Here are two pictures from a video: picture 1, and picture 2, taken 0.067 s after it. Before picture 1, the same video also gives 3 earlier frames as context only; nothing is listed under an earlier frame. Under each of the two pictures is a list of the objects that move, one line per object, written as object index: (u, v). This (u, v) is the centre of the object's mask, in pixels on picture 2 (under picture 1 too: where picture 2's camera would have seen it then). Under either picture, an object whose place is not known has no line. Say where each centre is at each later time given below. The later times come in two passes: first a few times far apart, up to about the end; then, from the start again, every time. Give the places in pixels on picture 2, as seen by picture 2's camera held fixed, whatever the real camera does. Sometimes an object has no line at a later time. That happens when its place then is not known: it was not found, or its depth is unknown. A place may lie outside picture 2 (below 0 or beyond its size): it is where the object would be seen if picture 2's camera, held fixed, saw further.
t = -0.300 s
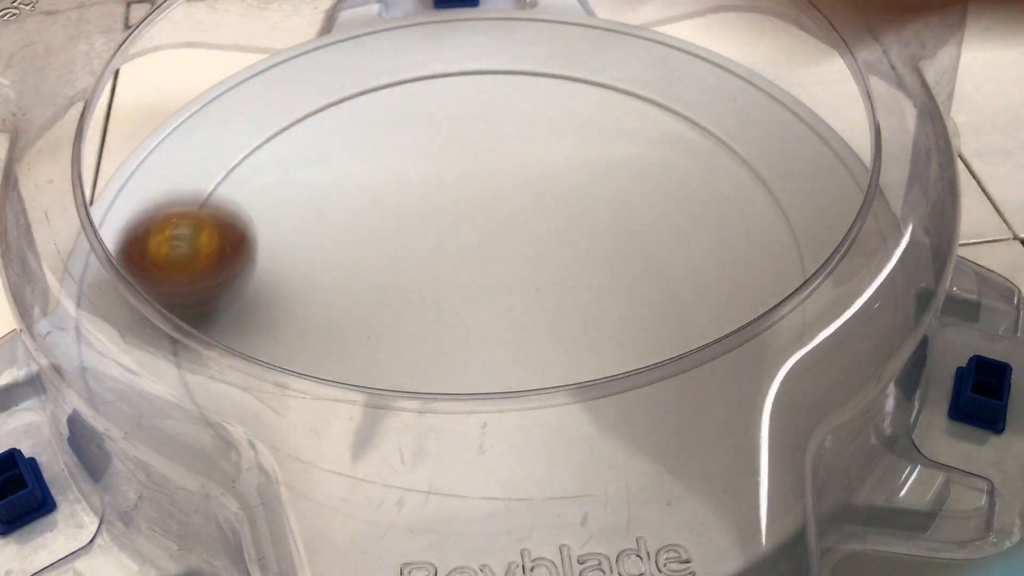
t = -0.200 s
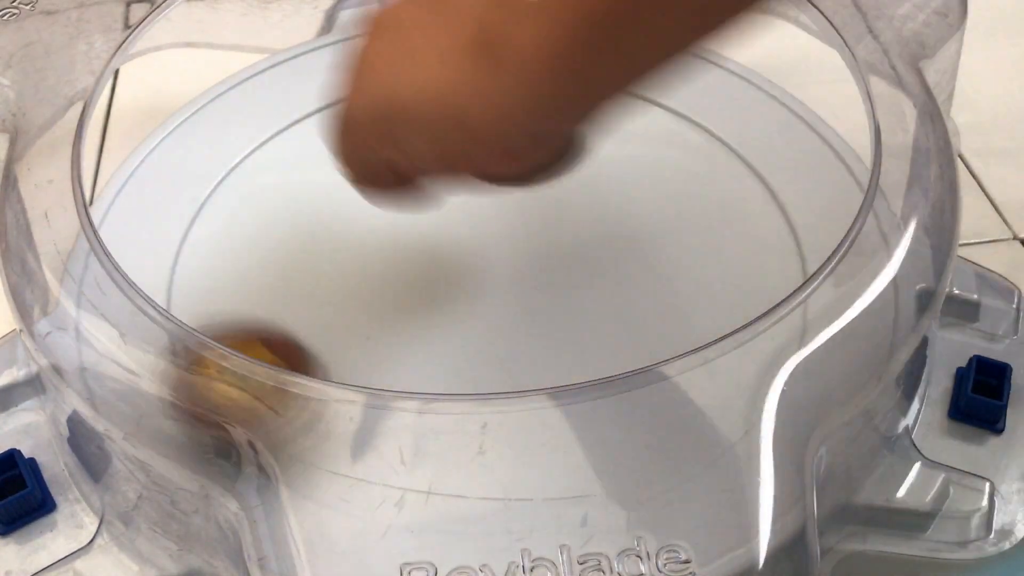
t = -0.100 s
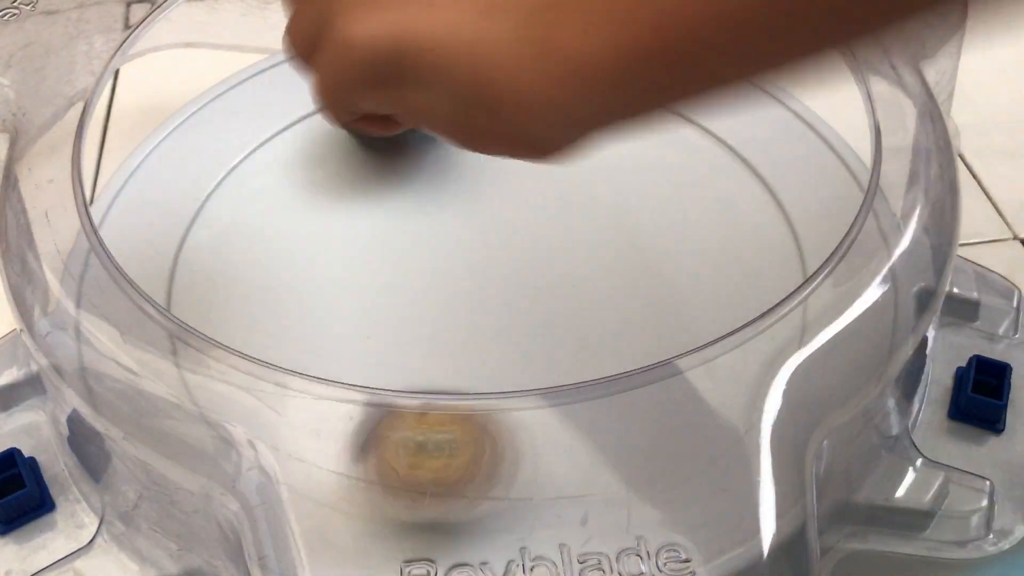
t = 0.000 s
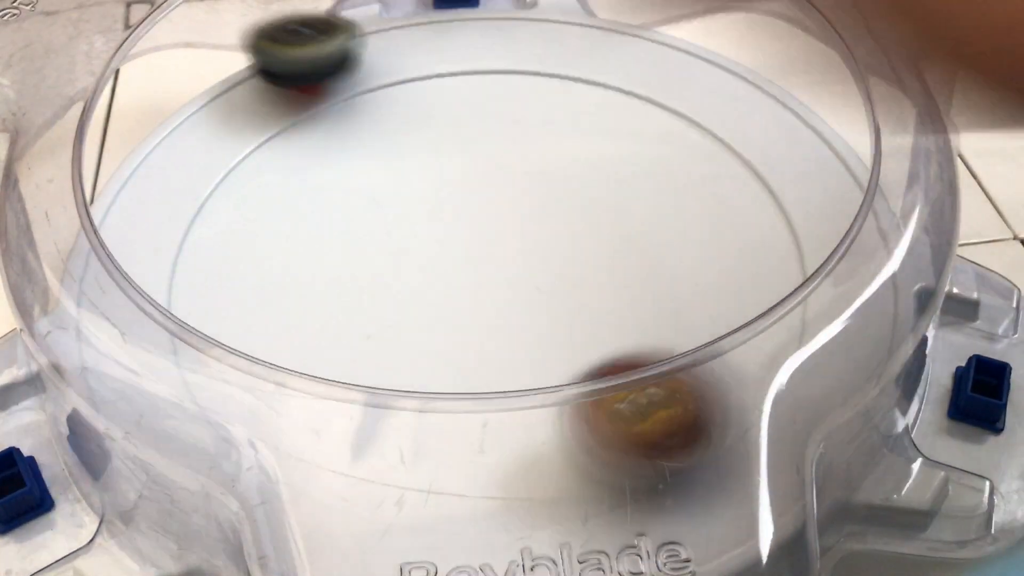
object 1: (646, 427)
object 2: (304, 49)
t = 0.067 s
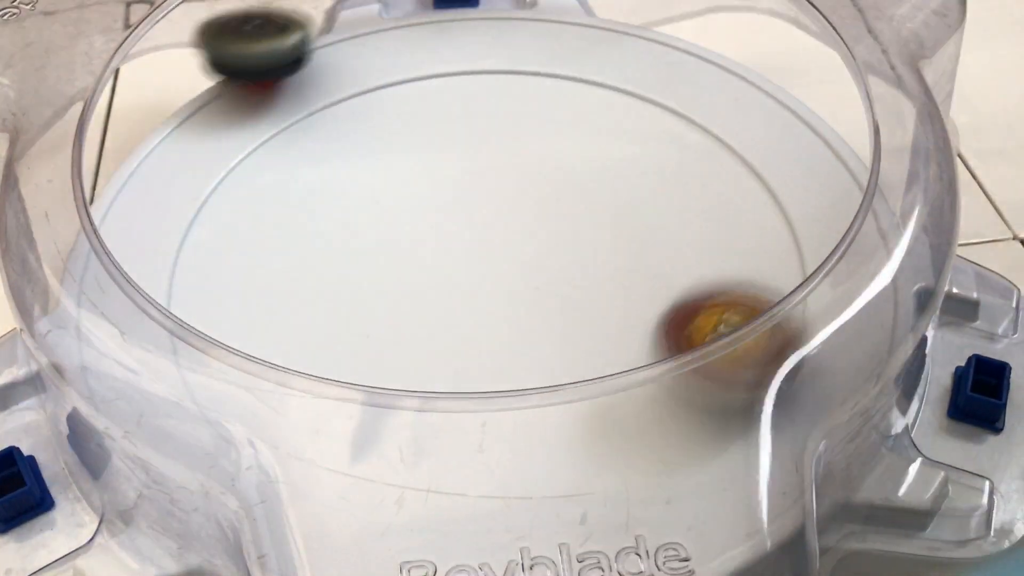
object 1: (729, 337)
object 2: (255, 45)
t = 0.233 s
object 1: (723, 144)
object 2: (176, 122)
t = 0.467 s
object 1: (436, 58)
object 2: (158, 323)
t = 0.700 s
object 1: (233, 254)
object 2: (475, 410)
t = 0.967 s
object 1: (593, 411)
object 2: (648, 113)
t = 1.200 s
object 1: (739, 183)
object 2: (444, 49)
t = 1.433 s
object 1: (491, 88)
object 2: (263, 207)
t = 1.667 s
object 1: (283, 239)
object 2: (583, 375)
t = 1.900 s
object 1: (473, 416)
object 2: (792, 205)
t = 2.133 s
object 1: (713, 270)
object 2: (594, 91)
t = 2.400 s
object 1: (518, 111)
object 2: (374, 276)
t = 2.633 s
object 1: (298, 191)
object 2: (591, 446)
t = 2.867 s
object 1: (370, 352)
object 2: (774, 236)
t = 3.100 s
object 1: (642, 319)
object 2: (513, 138)
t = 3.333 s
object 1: (639, 152)
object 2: (240, 274)
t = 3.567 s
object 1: (433, 119)
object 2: (444, 464)
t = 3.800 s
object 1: (318, 267)
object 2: (684, 266)
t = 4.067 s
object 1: (548, 370)
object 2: (454, 92)
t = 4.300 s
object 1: (691, 245)
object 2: (230, 208)
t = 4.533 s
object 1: (559, 140)
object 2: (445, 370)
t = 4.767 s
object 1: (368, 184)
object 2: (701, 230)
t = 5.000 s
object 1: (344, 322)
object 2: (579, 101)
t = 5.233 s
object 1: (535, 350)
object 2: (398, 159)
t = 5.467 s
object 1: (634, 245)
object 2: (381, 311)
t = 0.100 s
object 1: (741, 286)
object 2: (234, 52)
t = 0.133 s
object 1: (759, 254)
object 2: (216, 65)
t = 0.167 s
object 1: (761, 216)
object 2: (200, 79)
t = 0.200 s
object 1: (745, 178)
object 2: (187, 100)
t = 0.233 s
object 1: (723, 144)
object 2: (176, 122)
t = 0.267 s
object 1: (693, 115)
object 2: (166, 147)
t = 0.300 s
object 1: (656, 91)
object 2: (160, 175)
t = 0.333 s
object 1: (617, 72)
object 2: (156, 204)
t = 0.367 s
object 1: (573, 60)
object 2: (160, 232)
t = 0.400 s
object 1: (529, 53)
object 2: (168, 255)
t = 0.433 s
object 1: (482, 53)
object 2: (161, 288)
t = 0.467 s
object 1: (436, 58)
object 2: (158, 323)
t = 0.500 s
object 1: (391, 70)
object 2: (170, 353)
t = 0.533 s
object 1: (350, 87)
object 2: (191, 379)
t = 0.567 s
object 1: (310, 112)
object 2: (218, 406)
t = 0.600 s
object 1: (278, 141)
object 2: (285, 424)
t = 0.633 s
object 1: (253, 174)
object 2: (344, 428)
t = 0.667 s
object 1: (238, 214)
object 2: (414, 425)
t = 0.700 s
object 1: (233, 254)
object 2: (475, 410)
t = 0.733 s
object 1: (242, 289)
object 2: (535, 377)
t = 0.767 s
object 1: (268, 317)
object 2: (580, 336)
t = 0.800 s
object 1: (309, 342)
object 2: (621, 306)
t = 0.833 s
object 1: (351, 386)
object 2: (646, 264)
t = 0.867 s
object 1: (407, 415)
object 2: (660, 221)
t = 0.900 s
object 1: (469, 424)
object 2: (664, 182)
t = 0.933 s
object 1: (534, 423)
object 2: (659, 146)
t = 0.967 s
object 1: (593, 411)
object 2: (648, 113)
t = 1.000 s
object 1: (644, 388)
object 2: (630, 86)
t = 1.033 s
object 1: (688, 353)
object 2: (608, 66)
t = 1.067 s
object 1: (712, 305)
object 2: (580, 51)
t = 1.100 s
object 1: (736, 277)
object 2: (550, 42)
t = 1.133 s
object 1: (753, 248)
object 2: (516, 43)
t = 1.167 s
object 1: (752, 216)
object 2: (480, 44)
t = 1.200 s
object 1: (739, 183)
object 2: (444, 49)
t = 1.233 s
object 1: (716, 152)
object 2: (409, 56)
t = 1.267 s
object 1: (688, 129)
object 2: (372, 65)
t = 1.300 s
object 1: (654, 108)
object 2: (337, 81)
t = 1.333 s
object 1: (617, 95)
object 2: (306, 102)
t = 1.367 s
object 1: (575, 87)
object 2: (280, 130)
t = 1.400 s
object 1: (533, 84)
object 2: (264, 166)
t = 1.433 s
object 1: (491, 88)
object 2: (263, 207)
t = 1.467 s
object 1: (449, 95)
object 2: (274, 248)
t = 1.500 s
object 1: (410, 109)
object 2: (299, 287)
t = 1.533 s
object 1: (374, 128)
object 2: (339, 319)
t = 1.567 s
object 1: (343, 149)
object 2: (392, 340)
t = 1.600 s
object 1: (317, 175)
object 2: (452, 352)
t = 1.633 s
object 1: (295, 206)
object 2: (516, 373)
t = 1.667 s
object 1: (283, 239)
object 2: (583, 375)
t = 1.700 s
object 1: (279, 273)
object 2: (638, 363)
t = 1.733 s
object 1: (285, 306)
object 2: (696, 342)
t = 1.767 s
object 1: (305, 327)
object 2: (739, 310)
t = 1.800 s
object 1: (334, 357)
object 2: (770, 284)
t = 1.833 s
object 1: (371, 386)
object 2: (790, 257)
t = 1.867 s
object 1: (418, 408)
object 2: (796, 228)
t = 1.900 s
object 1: (473, 416)
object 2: (792, 205)
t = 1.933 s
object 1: (526, 418)
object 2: (774, 184)
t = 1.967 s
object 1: (578, 406)
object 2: (751, 159)
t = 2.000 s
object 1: (625, 391)
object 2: (724, 134)
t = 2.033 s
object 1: (662, 359)
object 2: (693, 115)
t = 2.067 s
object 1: (682, 315)
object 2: (662, 101)
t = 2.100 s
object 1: (702, 294)
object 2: (630, 93)
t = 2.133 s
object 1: (713, 270)
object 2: (594, 91)
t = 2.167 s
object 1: (712, 239)
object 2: (558, 96)
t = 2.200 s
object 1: (701, 209)
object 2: (522, 108)
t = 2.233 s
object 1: (680, 180)
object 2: (485, 126)
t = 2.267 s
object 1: (653, 157)
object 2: (452, 148)
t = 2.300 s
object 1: (623, 140)
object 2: (420, 177)
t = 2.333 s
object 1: (589, 125)
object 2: (396, 208)
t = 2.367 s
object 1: (555, 116)
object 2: (381, 239)
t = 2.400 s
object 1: (518, 111)
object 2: (374, 276)
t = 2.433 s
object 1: (478, 110)
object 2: (376, 314)
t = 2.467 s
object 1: (442, 114)
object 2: (391, 339)
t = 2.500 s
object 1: (406, 122)
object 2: (416, 377)
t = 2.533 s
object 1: (372, 135)
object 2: (447, 412)
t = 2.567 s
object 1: (344, 150)
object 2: (490, 422)
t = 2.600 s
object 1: (319, 169)
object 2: (540, 437)
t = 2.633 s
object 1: (298, 191)
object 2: (591, 446)
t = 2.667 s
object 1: (283, 216)
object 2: (644, 434)
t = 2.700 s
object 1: (276, 243)
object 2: (692, 415)
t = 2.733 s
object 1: (274, 274)
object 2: (723, 375)
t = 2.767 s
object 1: (284, 302)
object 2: (750, 339)
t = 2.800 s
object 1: (305, 322)
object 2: (777, 298)
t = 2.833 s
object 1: (332, 338)
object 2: (785, 267)
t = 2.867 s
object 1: (370, 352)
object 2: (774, 236)
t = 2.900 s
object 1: (407, 374)
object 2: (759, 208)
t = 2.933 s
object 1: (452, 383)
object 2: (727, 184)
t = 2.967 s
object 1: (495, 383)
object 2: (692, 165)
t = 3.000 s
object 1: (540, 374)
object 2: (648, 150)
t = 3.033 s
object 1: (579, 360)
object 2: (606, 142)
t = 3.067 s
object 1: (611, 337)
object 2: (561, 136)
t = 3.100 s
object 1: (642, 319)
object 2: (513, 138)
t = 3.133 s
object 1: (664, 301)
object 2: (461, 143)
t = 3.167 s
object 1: (678, 274)
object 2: (414, 153)
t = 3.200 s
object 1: (684, 244)
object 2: (369, 169)
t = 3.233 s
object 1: (683, 217)
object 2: (328, 188)
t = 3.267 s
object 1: (675, 194)
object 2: (292, 213)
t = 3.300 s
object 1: (659, 171)
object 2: (262, 241)
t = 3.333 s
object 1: (639, 152)
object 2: (240, 274)
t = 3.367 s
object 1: (615, 135)
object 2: (239, 298)
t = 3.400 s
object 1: (589, 122)
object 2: (237, 346)
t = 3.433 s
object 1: (559, 114)
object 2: (253, 380)
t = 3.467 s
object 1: (528, 109)
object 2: (283, 416)
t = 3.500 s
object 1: (498, 108)
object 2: (336, 449)
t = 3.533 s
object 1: (465, 111)
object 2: (387, 464)
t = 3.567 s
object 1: (433, 119)
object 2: (444, 464)
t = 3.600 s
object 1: (401, 131)
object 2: (505, 461)
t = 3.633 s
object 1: (376, 147)
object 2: (566, 448)
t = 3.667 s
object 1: (354, 165)
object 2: (609, 415)
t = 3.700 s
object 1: (336, 187)
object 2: (642, 378)
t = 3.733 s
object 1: (323, 213)
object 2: (661, 323)
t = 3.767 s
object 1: (317, 241)
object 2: (679, 298)
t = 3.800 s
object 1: (318, 267)
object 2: (684, 266)
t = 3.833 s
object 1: (325, 292)
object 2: (676, 232)
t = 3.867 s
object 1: (343, 317)
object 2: (660, 198)
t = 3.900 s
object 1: (370, 336)
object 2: (634, 169)
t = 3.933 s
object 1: (399, 347)
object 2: (606, 145)
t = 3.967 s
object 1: (434, 355)
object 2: (573, 125)
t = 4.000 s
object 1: (472, 371)
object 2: (537, 111)
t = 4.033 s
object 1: (511, 374)
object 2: (496, 99)
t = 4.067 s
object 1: (548, 370)
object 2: (454, 92)
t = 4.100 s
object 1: (585, 361)
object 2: (412, 91)
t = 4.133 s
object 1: (616, 338)
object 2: (372, 96)
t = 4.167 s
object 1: (644, 325)
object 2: (330, 107)
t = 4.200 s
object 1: (666, 309)
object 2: (295, 124)
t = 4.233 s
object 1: (682, 291)
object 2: (264, 149)
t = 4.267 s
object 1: (690, 267)
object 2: (243, 176)
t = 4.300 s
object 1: (691, 245)
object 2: (230, 208)
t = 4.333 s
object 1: (685, 222)
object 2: (229, 242)
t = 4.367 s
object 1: (675, 201)
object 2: (240, 277)
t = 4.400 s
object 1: (658, 182)
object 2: (264, 302)
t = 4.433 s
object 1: (636, 168)
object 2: (301, 323)
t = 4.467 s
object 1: (613, 156)
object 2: (343, 340)
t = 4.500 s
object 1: (586, 146)
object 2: (392, 351)
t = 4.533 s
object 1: (559, 140)
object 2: (445, 370)
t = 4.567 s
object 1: (529, 137)
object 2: (501, 369)
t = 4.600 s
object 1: (500, 137)
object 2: (551, 348)
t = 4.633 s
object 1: (471, 141)
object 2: (596, 335)
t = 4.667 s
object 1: (440, 147)
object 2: (637, 315)
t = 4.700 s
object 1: (415, 156)
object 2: (669, 291)
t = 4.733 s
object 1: (390, 168)
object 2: (690, 261)
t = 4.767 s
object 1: (368, 184)
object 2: (701, 230)
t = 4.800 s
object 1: (352, 199)
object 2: (701, 198)
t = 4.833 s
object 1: (335, 221)
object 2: (692, 171)
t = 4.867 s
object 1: (327, 240)
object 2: (675, 148)
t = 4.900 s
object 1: (321, 261)
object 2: (656, 129)
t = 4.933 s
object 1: (322, 283)
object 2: (632, 117)
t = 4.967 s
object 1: (330, 303)
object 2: (606, 107)
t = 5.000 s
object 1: (344, 322)
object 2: (579, 101)
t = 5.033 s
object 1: (365, 336)
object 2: (551, 100)
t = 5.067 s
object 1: (389, 345)
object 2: (523, 101)
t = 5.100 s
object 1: (415, 351)
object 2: (494, 107)
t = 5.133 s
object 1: (444, 355)
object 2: (469, 115)
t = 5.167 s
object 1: (476, 356)
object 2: (443, 127)
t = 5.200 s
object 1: (506, 354)
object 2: (419, 142)
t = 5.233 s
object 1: (535, 350)
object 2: (398, 159)
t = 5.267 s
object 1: (561, 343)
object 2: (381, 178)
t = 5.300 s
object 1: (585, 334)
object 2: (370, 200)
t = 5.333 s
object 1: (607, 319)
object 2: (362, 223)
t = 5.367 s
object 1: (620, 303)
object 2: (359, 246)
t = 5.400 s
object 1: (628, 283)
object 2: (362, 269)
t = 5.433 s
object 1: (633, 264)
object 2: (368, 291)
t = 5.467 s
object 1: (634, 245)
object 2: (381, 311)
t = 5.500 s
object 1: (632, 227)
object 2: (397, 327)
